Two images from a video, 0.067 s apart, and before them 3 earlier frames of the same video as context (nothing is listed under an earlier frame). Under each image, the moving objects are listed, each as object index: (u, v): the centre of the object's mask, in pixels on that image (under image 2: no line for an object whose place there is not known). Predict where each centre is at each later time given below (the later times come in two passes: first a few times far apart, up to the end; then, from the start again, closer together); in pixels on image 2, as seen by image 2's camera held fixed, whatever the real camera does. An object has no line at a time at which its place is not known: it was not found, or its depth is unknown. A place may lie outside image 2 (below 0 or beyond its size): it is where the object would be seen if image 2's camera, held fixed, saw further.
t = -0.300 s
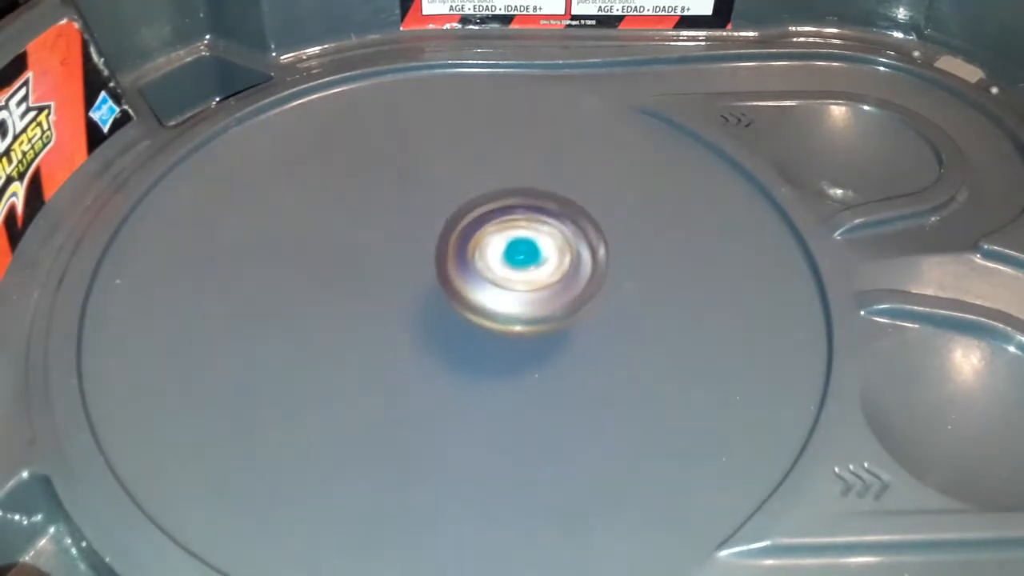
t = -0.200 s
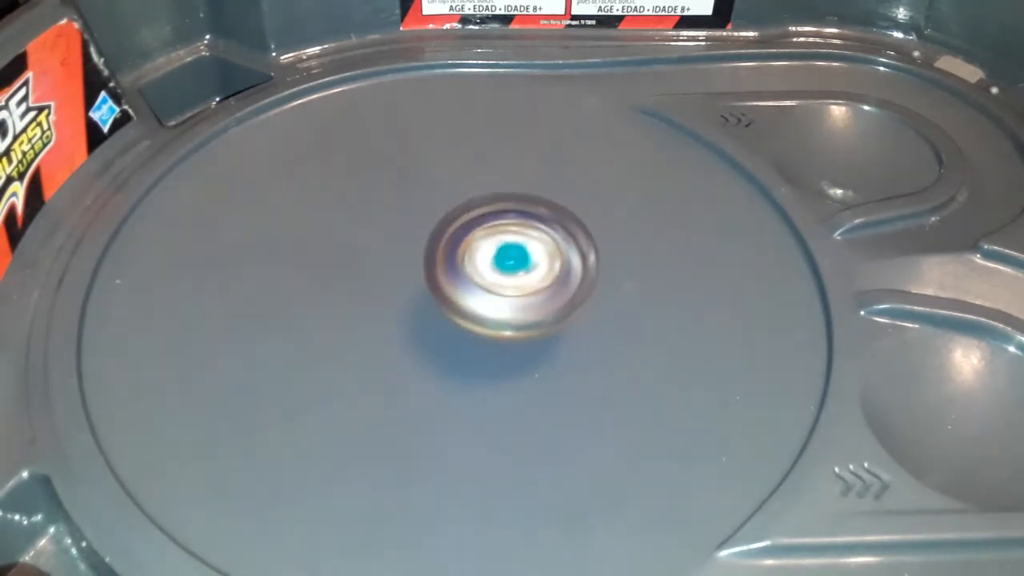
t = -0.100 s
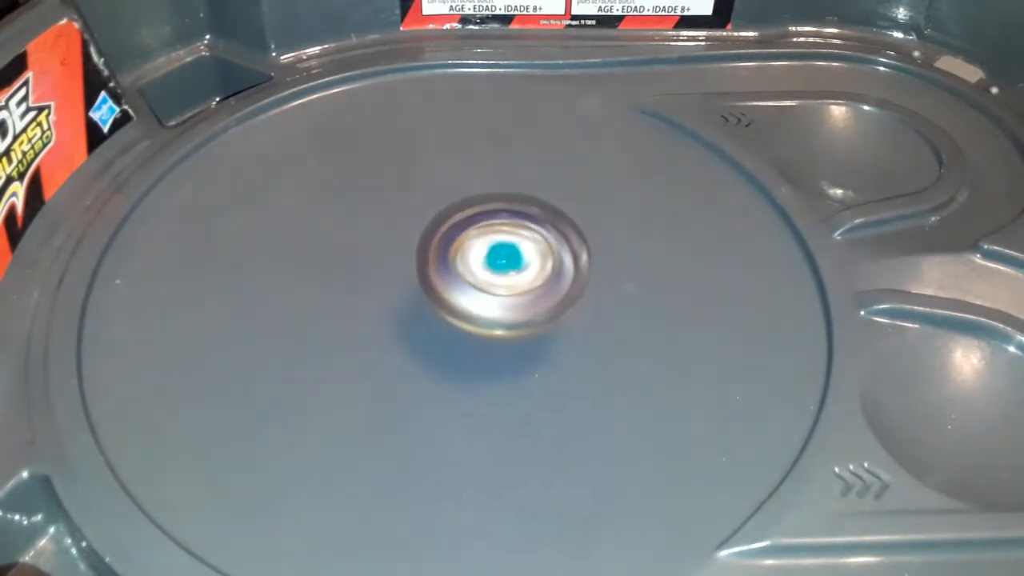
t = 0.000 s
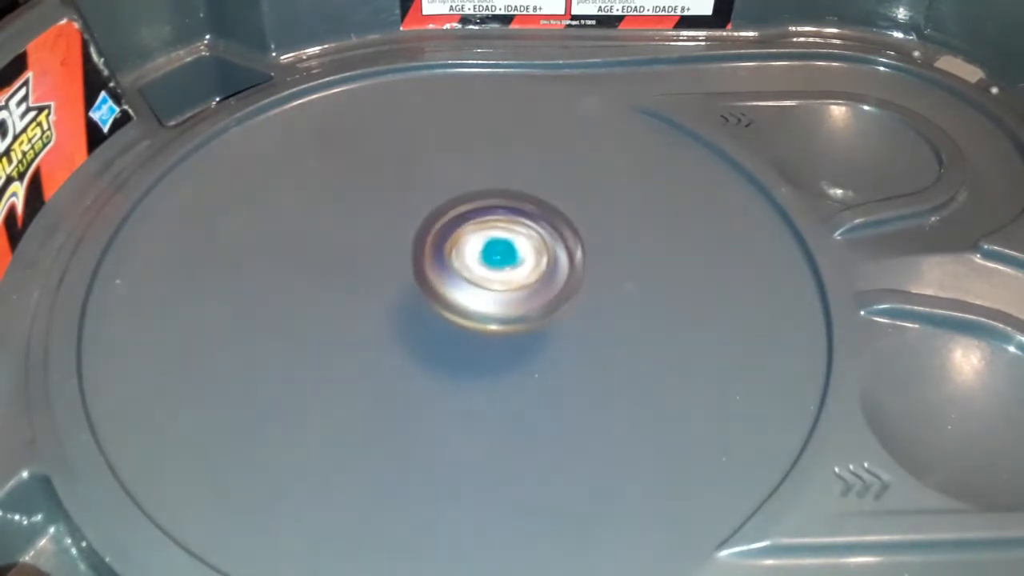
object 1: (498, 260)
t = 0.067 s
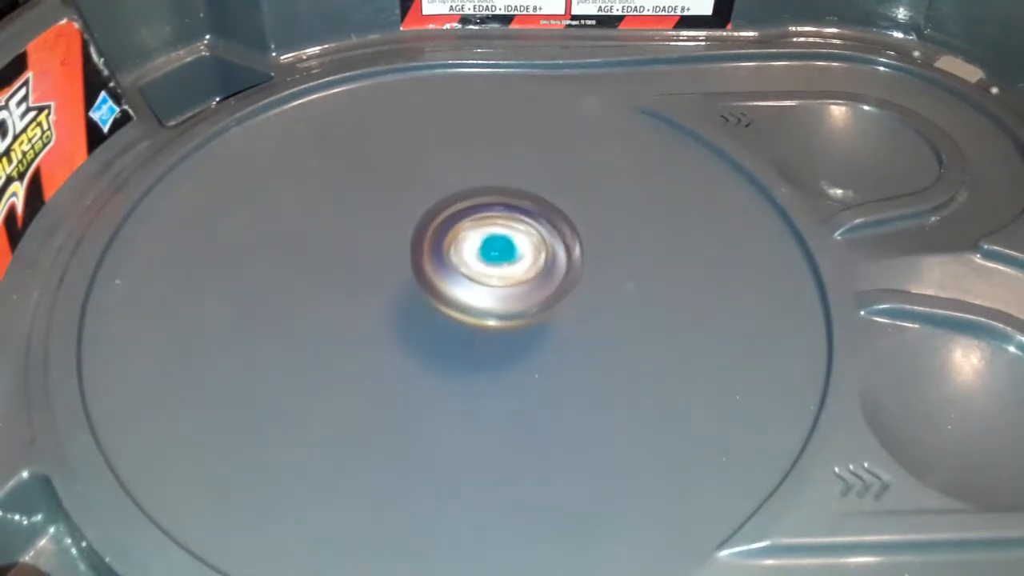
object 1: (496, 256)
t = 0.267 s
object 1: (494, 244)
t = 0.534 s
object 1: (488, 242)
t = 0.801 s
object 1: (483, 252)
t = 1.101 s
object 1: (488, 271)
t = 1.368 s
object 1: (495, 279)
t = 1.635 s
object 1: (497, 275)
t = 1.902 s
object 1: (499, 269)
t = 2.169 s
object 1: (505, 262)
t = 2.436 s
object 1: (507, 254)
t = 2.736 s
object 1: (504, 250)
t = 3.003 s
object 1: (505, 250)
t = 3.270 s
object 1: (506, 249)
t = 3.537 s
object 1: (507, 248)
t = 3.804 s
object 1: (506, 247)
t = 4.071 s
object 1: (505, 247)
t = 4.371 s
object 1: (503, 247)
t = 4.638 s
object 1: (502, 247)
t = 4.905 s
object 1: (502, 247)
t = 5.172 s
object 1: (502, 249)
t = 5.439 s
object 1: (505, 250)
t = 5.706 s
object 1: (505, 250)
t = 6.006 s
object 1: (506, 248)
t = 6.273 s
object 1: (505, 247)
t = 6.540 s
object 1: (503, 247)
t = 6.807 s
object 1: (502, 247)
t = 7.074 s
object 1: (501, 248)
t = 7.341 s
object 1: (503, 248)
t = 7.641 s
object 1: (504, 248)
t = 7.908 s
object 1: (506, 248)
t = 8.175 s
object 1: (506, 248)
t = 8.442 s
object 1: (505, 247)
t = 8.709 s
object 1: (504, 248)
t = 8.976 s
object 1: (502, 248)
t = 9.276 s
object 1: (503, 248)
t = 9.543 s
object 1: (503, 248)
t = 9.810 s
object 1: (503, 248)
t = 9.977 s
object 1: (505, 248)
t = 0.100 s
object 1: (495, 254)
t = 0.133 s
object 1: (495, 252)
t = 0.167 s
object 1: (495, 250)
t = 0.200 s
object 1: (495, 248)
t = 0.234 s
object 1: (495, 246)
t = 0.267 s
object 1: (494, 244)
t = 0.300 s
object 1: (494, 243)
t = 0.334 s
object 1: (493, 242)
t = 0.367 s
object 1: (492, 241)
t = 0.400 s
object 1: (492, 240)
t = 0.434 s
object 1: (491, 240)
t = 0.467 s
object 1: (490, 240)
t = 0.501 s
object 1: (489, 241)
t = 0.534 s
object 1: (488, 242)
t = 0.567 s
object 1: (487, 242)
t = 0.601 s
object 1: (486, 243)
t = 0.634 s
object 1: (485, 244)
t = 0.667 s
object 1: (484, 246)
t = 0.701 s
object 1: (484, 247)
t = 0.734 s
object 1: (483, 249)
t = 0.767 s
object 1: (483, 250)
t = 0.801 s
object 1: (483, 252)
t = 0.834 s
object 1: (483, 254)
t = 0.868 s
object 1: (483, 256)
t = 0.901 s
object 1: (483, 258)
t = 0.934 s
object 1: (484, 260)
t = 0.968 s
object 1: (484, 262)
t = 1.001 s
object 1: (485, 265)
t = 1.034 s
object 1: (486, 267)
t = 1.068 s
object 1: (487, 269)
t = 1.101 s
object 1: (488, 271)
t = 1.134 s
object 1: (490, 273)
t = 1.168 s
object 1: (491, 275)
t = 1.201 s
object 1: (492, 276)
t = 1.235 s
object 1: (493, 277)
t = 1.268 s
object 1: (494, 278)
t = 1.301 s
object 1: (495, 279)
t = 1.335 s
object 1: (495, 279)
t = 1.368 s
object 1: (495, 279)
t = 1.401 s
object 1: (495, 279)
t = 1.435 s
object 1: (495, 278)
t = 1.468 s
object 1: (496, 278)
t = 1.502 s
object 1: (496, 277)
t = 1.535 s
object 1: (496, 277)
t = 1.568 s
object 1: (496, 276)
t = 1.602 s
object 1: (496, 275)
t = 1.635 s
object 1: (497, 275)
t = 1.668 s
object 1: (497, 274)
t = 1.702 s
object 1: (497, 273)
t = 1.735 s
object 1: (498, 273)
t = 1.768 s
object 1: (498, 272)
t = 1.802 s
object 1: (498, 271)
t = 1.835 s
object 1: (498, 271)
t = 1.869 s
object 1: (499, 270)
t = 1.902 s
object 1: (499, 269)
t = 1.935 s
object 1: (499, 268)
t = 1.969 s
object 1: (500, 267)
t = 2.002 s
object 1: (501, 267)
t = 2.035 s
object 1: (502, 266)
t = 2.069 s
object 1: (503, 265)
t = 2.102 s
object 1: (504, 264)
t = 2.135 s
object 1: (505, 263)
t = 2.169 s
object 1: (505, 262)
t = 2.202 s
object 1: (506, 261)
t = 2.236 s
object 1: (507, 260)
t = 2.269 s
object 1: (507, 259)
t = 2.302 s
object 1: (507, 258)
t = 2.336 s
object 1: (507, 257)
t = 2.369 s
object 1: (507, 256)
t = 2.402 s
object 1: (507, 255)
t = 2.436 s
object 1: (507, 254)
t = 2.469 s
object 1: (506, 253)
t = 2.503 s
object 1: (505, 252)
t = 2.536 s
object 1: (504, 251)
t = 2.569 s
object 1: (503, 250)
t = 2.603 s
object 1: (502, 249)
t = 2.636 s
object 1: (501, 249)
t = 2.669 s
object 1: (502, 250)
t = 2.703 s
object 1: (503, 251)
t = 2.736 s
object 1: (504, 250)
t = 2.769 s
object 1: (504, 249)
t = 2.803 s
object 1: (503, 250)
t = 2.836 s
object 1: (503, 251)
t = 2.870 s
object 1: (504, 250)
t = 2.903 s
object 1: (505, 250)
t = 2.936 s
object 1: (505, 250)
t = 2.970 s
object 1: (505, 250)
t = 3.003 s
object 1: (505, 250)
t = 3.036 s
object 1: (505, 250)
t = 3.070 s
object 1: (506, 250)
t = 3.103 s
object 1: (506, 250)
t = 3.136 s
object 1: (506, 250)
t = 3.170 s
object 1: (506, 249)
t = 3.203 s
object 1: (507, 249)
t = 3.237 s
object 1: (507, 249)
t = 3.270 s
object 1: (506, 249)
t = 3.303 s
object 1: (507, 249)
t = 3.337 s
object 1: (507, 249)
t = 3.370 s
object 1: (507, 249)
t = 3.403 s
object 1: (507, 248)
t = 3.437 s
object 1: (507, 249)
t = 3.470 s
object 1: (507, 248)
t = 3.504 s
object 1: (507, 248)
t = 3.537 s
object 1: (507, 248)
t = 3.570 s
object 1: (507, 248)
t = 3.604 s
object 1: (507, 248)
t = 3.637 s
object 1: (507, 248)
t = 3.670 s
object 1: (507, 247)
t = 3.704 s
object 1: (506, 248)
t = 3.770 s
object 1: (507, 247)
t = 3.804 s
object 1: (506, 247)
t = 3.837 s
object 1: (506, 247)
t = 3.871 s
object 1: (506, 247)
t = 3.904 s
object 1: (506, 247)
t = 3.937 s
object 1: (505, 246)
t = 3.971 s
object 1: (505, 246)
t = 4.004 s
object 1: (505, 246)
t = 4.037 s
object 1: (505, 247)
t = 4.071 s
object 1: (505, 247)
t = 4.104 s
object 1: (504, 247)
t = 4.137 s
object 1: (504, 246)
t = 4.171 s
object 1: (504, 247)
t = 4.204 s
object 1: (504, 247)
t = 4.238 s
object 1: (503, 247)
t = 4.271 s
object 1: (503, 247)
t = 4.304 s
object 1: (503, 247)
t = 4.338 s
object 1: (503, 246)
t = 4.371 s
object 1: (503, 247)
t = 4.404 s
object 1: (503, 247)
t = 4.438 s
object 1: (503, 247)
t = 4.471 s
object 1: (502, 247)
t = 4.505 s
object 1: (502, 247)
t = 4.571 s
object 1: (502, 247)
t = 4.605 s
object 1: (502, 247)
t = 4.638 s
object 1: (502, 247)
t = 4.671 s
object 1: (501, 248)
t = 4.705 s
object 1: (501, 248)
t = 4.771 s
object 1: (501, 247)
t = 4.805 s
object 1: (500, 248)
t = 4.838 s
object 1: (501, 249)
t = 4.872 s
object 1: (501, 248)
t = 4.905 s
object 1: (502, 247)
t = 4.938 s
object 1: (501, 248)
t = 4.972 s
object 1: (501, 249)
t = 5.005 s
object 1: (502, 249)
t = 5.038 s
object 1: (502, 248)
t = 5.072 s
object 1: (502, 249)
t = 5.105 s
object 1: (502, 250)
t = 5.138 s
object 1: (503, 249)
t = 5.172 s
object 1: (502, 249)
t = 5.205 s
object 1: (502, 249)
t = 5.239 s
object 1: (502, 250)
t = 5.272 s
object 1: (503, 250)
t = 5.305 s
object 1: (504, 249)
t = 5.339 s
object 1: (504, 248)
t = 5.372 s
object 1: (503, 249)
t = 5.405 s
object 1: (504, 250)
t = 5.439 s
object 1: (505, 250)
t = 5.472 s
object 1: (504, 249)
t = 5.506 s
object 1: (505, 249)
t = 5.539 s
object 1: (504, 250)
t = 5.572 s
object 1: (505, 250)
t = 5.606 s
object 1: (505, 249)
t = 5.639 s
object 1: (505, 248)
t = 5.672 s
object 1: (505, 249)
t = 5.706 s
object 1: (505, 250)
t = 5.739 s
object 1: (506, 250)
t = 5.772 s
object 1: (507, 249)
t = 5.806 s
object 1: (507, 248)
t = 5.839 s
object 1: (506, 248)
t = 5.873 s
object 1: (506, 249)
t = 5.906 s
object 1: (506, 249)
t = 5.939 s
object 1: (507, 248)
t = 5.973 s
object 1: (507, 247)
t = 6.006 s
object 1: (506, 248)
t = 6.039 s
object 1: (506, 248)
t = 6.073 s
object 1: (505, 248)
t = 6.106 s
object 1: (506, 248)
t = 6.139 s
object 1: (506, 247)
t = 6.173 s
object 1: (506, 247)
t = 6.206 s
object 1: (505, 248)
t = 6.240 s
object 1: (505, 247)
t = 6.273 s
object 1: (505, 247)
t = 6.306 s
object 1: (505, 247)
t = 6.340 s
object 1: (505, 247)
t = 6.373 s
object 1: (505, 248)
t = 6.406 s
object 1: (505, 247)
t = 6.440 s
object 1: (504, 246)
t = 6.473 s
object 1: (504, 246)
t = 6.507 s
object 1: (504, 247)
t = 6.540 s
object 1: (503, 247)
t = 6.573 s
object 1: (503, 247)
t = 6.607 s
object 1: (503, 247)
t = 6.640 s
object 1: (503, 247)
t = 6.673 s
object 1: (504, 247)
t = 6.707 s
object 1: (504, 246)
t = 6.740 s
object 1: (502, 246)
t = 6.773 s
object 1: (502, 247)
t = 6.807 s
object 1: (502, 247)
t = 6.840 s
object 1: (502, 247)
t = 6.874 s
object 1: (503, 246)
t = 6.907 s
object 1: (502, 246)
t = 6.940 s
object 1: (502, 247)
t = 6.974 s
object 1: (502, 248)
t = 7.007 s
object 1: (502, 248)
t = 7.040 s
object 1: (502, 248)
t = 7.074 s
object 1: (501, 248)
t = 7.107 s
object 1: (501, 248)
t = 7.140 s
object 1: (502, 248)
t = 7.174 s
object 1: (502, 248)
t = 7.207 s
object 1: (502, 248)
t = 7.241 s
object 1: (501, 248)
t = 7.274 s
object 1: (502, 249)
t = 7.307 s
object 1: (503, 248)
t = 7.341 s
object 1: (503, 248)
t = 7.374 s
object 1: (501, 248)
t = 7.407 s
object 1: (500, 249)
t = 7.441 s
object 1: (501, 249)
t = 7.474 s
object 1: (501, 249)
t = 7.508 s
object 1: (501, 249)
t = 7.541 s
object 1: (503, 250)
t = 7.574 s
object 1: (504, 249)
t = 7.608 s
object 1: (505, 248)
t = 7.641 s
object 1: (504, 248)
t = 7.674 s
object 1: (502, 249)
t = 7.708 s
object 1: (502, 250)
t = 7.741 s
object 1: (503, 249)
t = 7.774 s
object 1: (503, 248)
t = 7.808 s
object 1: (503, 249)
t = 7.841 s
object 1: (504, 249)
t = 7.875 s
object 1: (506, 249)
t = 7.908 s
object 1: (506, 248)
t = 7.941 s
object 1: (505, 247)
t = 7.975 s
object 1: (505, 248)
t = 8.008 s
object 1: (505, 249)
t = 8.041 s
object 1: (506, 248)
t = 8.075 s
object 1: (506, 248)
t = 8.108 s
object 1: (505, 248)
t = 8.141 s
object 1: (506, 249)
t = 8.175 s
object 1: (506, 248)
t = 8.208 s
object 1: (506, 247)
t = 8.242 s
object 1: (505, 248)
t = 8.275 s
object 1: (506, 248)
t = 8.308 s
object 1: (506, 248)
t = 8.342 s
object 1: (506, 247)
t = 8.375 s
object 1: (506, 247)
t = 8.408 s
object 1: (505, 247)
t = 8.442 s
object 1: (505, 247)
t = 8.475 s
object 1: (505, 247)
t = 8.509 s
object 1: (505, 247)
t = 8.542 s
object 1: (506, 247)
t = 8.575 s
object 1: (506, 247)
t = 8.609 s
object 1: (505, 247)
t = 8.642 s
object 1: (504, 246)
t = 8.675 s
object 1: (503, 247)
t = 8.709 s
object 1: (504, 248)
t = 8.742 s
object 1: (504, 247)
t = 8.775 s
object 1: (503, 247)
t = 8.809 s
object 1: (503, 247)
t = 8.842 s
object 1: (504, 248)
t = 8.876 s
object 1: (503, 247)
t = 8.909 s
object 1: (503, 246)
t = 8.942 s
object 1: (502, 247)
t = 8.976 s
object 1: (502, 248)
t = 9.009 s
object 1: (502, 247)
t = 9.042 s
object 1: (502, 248)
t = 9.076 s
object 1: (503, 248)
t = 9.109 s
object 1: (503, 247)
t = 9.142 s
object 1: (502, 247)
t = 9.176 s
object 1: (502, 249)
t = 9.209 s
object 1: (502, 249)
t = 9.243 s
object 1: (503, 248)
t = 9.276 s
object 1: (503, 248)
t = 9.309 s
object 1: (503, 248)
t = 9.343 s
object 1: (502, 249)
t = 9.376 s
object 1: (502, 249)
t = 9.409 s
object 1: (502, 249)
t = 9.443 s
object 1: (502, 249)
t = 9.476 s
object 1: (503, 249)
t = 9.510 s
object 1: (503, 249)
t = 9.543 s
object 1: (503, 248)
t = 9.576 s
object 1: (503, 249)
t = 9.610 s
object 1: (504, 249)
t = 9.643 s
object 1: (505, 249)
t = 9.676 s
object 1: (504, 249)
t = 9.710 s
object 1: (504, 249)
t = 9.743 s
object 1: (503, 249)
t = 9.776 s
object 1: (503, 248)
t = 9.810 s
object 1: (503, 248)
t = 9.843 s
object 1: (504, 249)
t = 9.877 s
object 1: (505, 249)
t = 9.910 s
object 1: (505, 248)
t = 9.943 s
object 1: (506, 248)
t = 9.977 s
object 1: (505, 248)
